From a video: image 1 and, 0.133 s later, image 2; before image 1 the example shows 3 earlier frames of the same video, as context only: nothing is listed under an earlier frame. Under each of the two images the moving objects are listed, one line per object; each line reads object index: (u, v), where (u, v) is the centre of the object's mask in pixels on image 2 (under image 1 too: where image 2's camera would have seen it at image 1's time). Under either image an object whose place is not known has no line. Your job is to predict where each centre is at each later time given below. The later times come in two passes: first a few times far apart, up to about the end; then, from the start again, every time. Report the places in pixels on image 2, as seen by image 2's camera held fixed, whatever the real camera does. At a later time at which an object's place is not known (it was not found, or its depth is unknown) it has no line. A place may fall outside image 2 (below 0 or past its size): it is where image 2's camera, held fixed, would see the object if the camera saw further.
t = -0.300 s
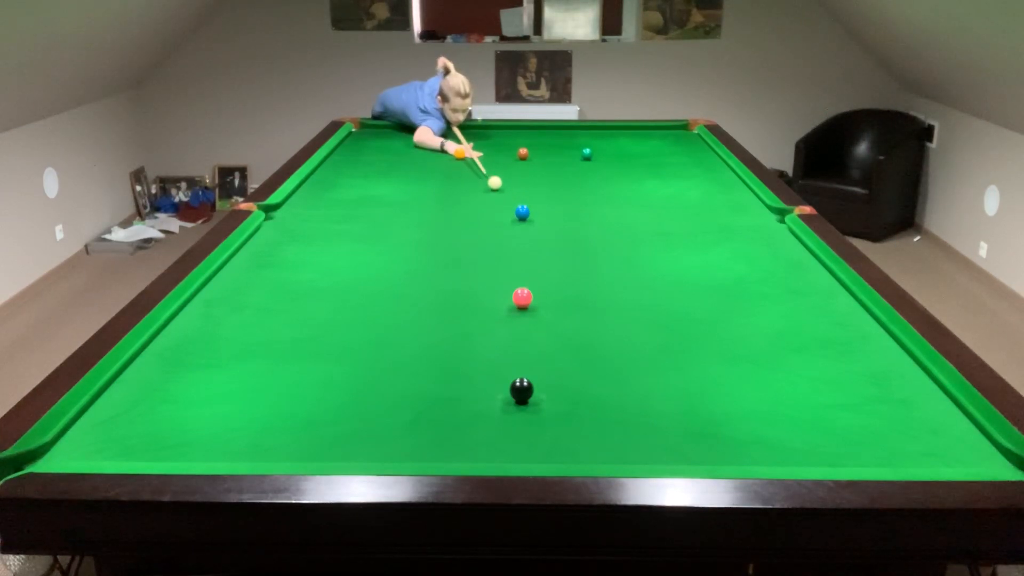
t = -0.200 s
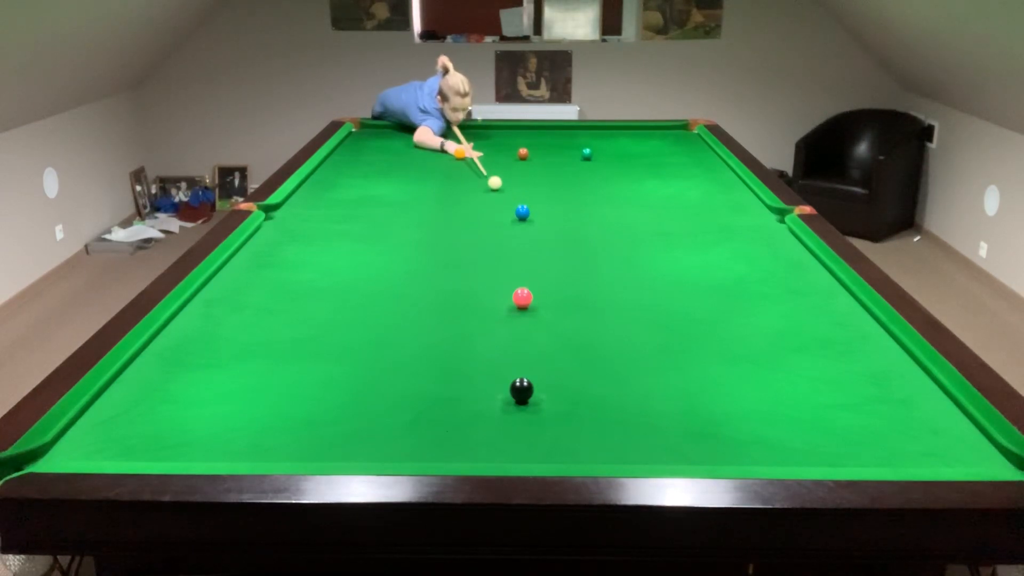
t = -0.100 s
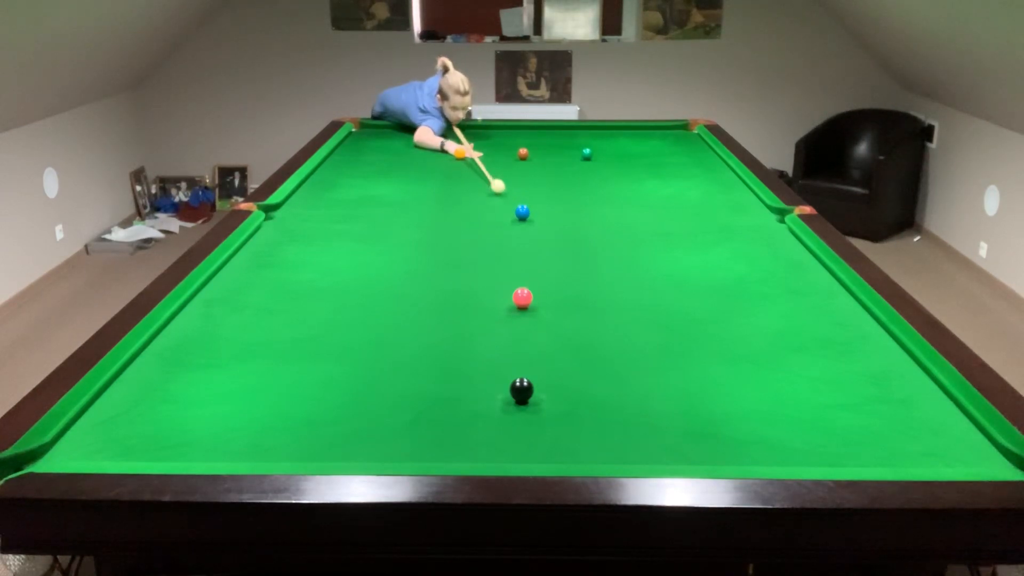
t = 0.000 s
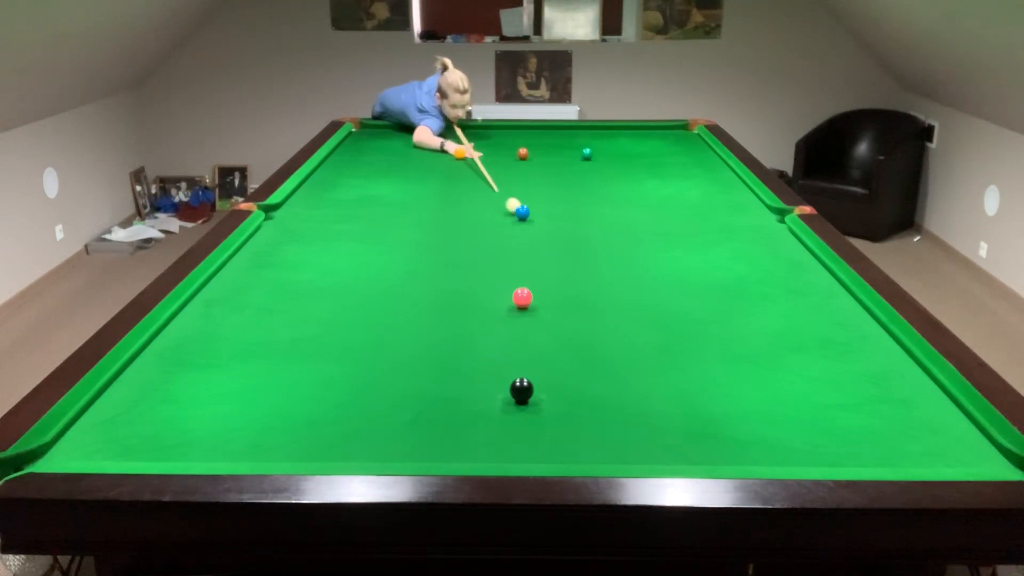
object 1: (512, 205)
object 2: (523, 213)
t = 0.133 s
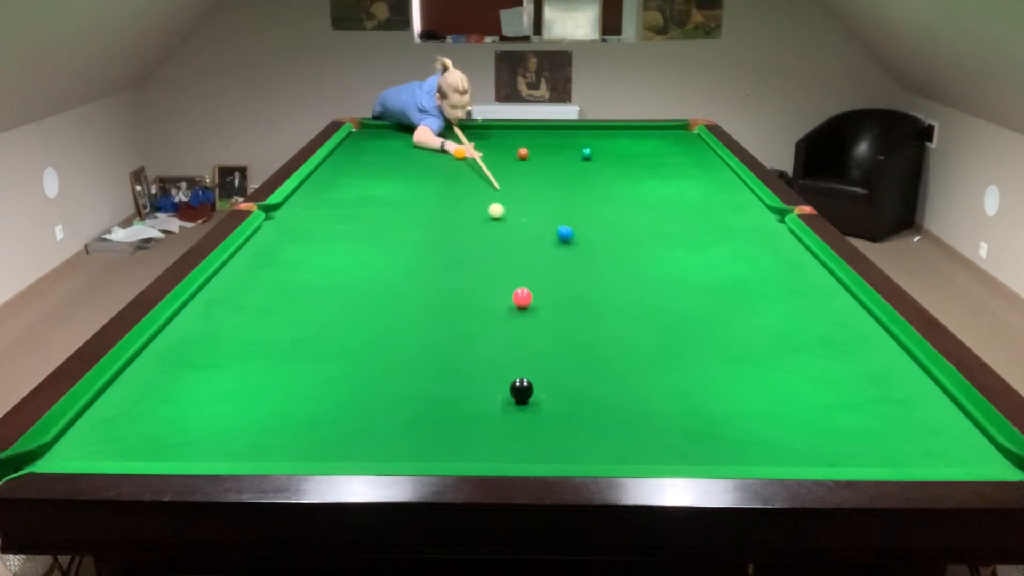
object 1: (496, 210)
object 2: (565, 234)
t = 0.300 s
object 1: (472, 210)
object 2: (626, 266)
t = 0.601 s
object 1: (433, 205)
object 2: (759, 334)
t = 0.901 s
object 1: (398, 201)
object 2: (962, 438)
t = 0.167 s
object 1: (491, 211)
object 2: (577, 241)
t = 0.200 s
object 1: (485, 211)
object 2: (590, 247)
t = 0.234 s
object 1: (481, 210)
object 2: (601, 253)
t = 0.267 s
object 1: (476, 210)
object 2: (614, 259)
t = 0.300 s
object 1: (472, 210)
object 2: (626, 266)
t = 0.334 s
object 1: (467, 209)
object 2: (639, 272)
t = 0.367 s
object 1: (463, 208)
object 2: (652, 279)
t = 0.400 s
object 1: (458, 208)
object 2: (666, 287)
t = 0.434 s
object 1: (454, 207)
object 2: (679, 293)
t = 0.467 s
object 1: (450, 207)
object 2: (694, 301)
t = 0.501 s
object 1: (445, 207)
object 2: (709, 309)
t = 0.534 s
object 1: (442, 206)
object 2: (724, 317)
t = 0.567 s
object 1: (437, 205)
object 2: (741, 325)
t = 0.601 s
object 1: (433, 205)
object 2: (759, 334)
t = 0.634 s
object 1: (429, 205)
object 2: (777, 344)
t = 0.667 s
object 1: (425, 204)
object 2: (797, 354)
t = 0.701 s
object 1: (421, 204)
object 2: (817, 364)
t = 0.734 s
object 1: (417, 203)
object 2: (838, 375)
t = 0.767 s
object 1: (413, 203)
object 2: (860, 386)
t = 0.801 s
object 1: (409, 202)
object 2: (885, 399)
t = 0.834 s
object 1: (406, 202)
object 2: (909, 412)
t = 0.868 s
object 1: (402, 202)
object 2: (934, 424)
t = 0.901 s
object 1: (398, 201)
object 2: (962, 438)
